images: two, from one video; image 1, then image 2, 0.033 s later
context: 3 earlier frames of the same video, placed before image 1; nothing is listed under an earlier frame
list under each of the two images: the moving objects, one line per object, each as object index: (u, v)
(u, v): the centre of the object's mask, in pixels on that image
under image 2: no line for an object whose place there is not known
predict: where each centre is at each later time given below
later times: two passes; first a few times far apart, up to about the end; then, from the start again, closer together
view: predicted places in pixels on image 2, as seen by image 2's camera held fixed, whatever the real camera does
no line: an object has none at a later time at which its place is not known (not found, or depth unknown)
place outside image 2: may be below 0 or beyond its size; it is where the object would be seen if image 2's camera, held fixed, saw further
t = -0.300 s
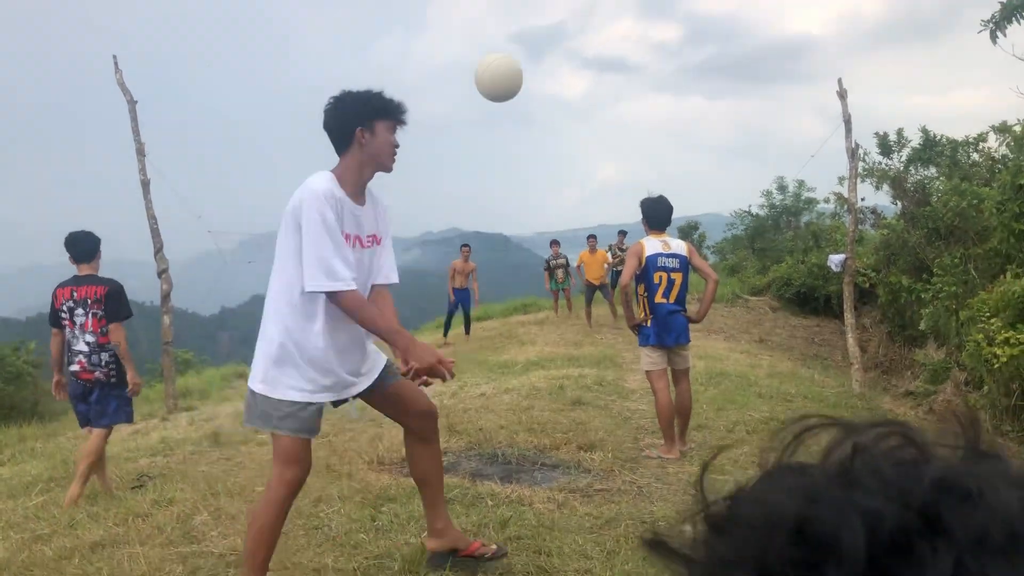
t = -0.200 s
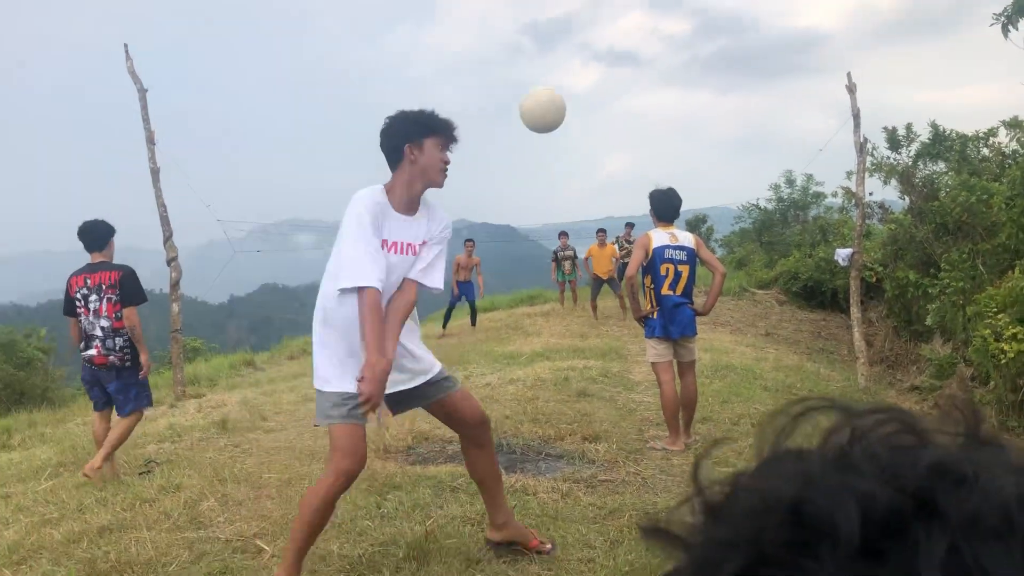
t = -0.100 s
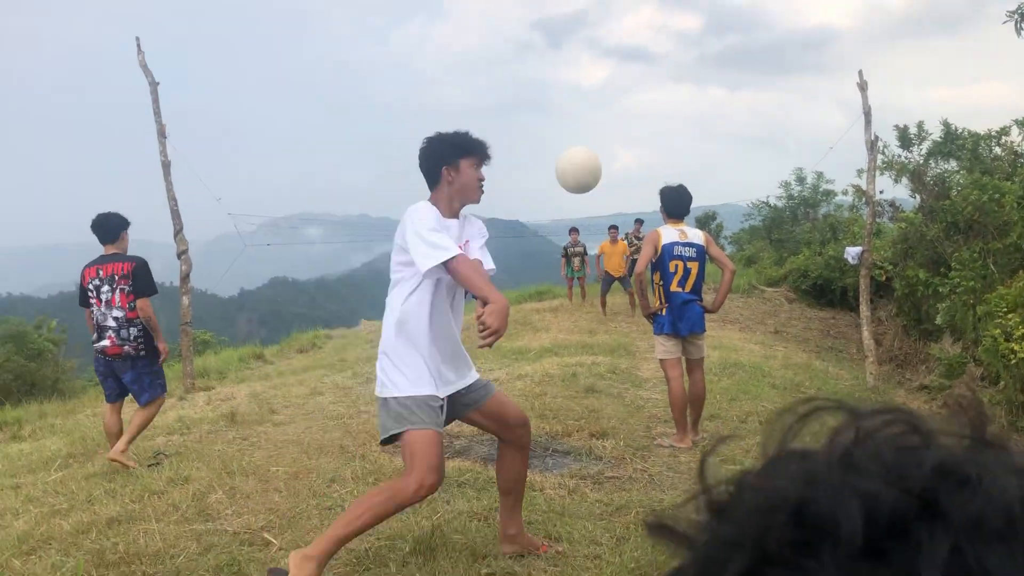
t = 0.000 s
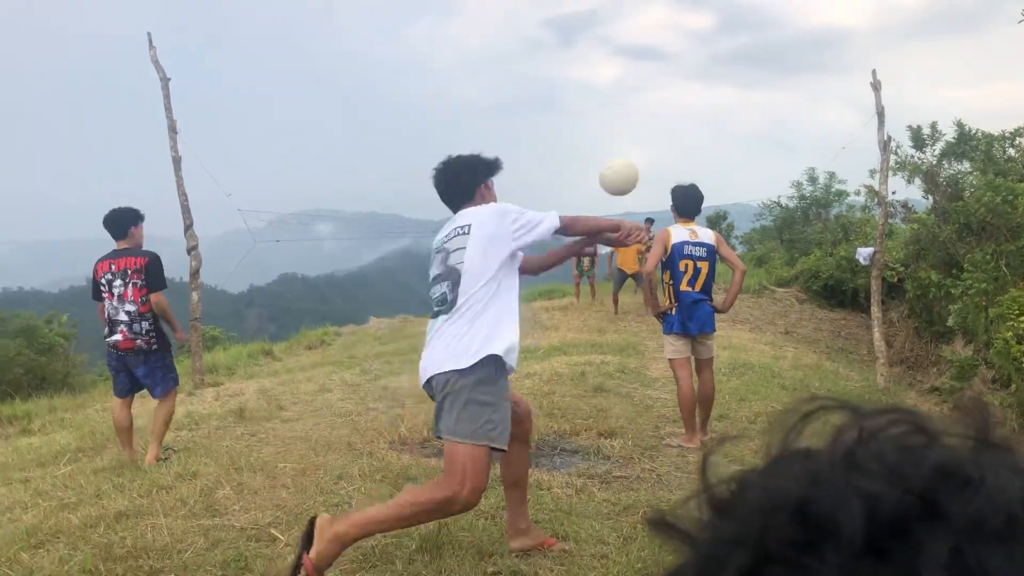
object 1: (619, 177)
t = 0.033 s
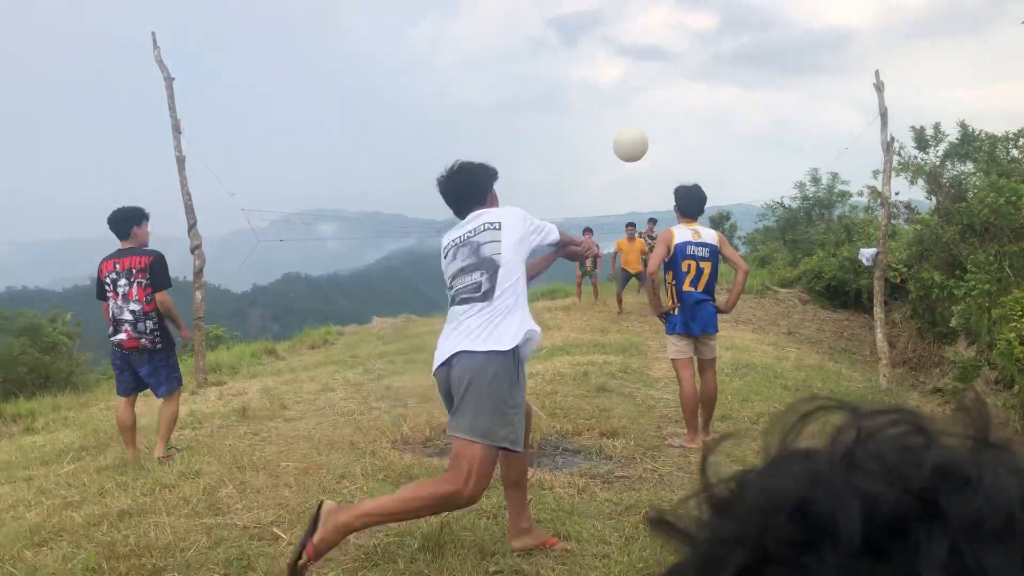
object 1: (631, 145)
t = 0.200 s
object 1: (662, 81)
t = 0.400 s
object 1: (688, 91)
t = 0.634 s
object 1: (703, 142)
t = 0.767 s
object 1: (712, 179)
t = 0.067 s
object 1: (638, 123)
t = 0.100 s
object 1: (645, 106)
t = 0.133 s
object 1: (650, 94)
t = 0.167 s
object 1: (656, 86)
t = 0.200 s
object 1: (662, 81)
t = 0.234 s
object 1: (667, 78)
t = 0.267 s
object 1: (672, 77)
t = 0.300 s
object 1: (676, 79)
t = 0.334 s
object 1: (680, 81)
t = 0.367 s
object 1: (683, 84)
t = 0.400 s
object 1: (688, 91)
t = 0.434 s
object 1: (690, 97)
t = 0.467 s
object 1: (693, 103)
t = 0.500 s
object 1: (695, 110)
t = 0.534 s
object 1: (697, 117)
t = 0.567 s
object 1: (699, 125)
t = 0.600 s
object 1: (701, 134)
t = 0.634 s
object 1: (703, 142)
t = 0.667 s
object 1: (705, 151)
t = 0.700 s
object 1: (707, 160)
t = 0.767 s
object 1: (712, 179)
